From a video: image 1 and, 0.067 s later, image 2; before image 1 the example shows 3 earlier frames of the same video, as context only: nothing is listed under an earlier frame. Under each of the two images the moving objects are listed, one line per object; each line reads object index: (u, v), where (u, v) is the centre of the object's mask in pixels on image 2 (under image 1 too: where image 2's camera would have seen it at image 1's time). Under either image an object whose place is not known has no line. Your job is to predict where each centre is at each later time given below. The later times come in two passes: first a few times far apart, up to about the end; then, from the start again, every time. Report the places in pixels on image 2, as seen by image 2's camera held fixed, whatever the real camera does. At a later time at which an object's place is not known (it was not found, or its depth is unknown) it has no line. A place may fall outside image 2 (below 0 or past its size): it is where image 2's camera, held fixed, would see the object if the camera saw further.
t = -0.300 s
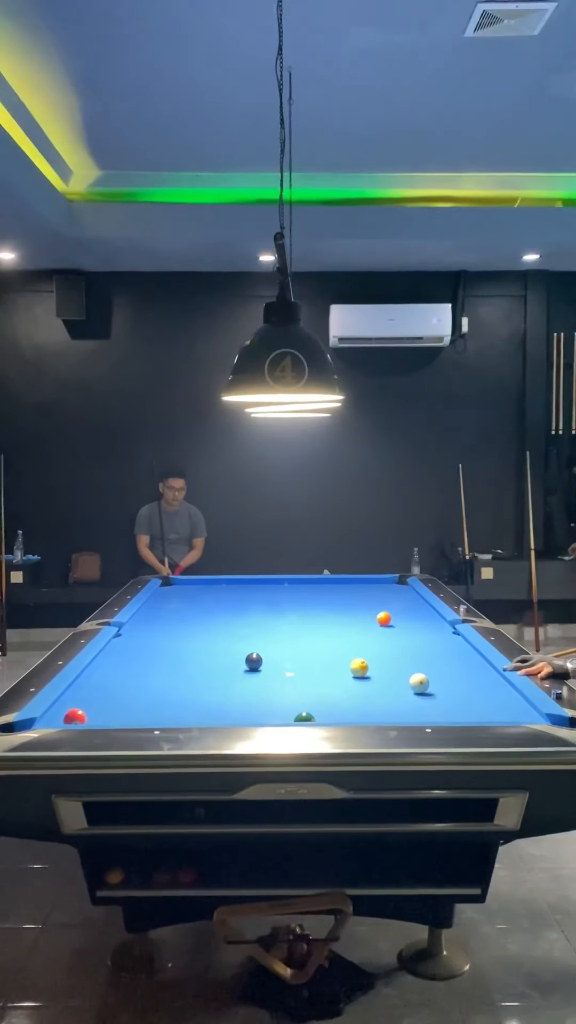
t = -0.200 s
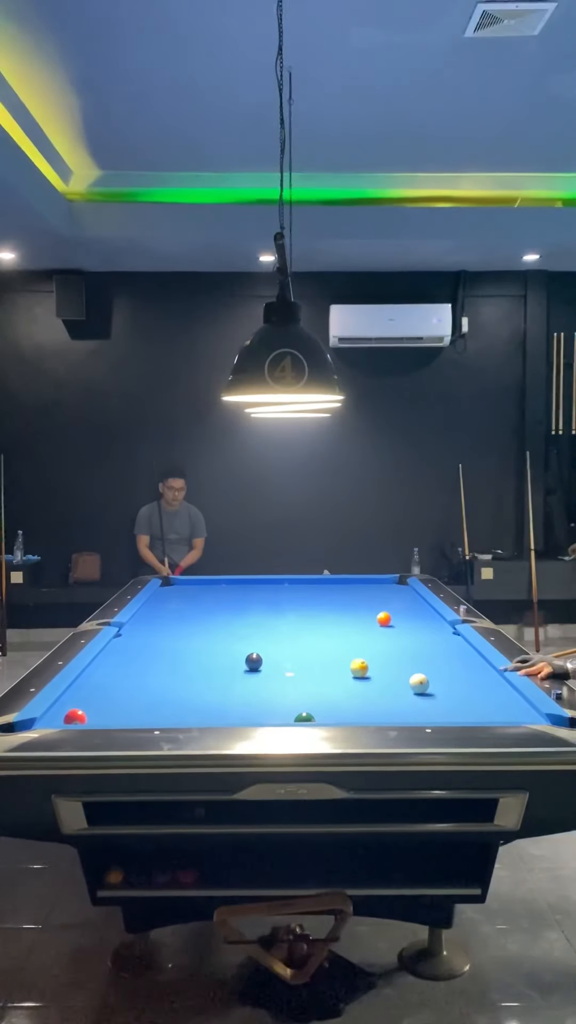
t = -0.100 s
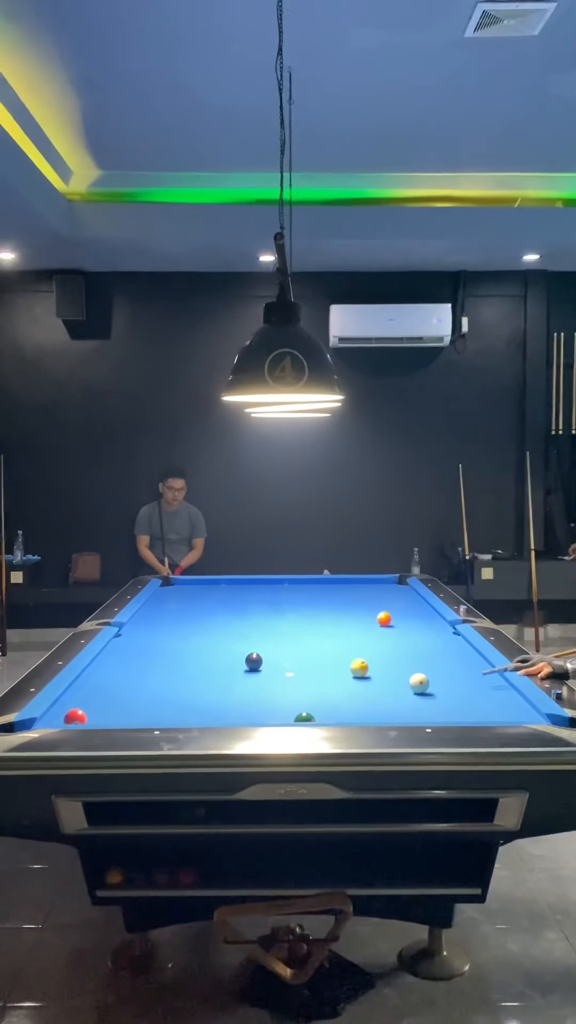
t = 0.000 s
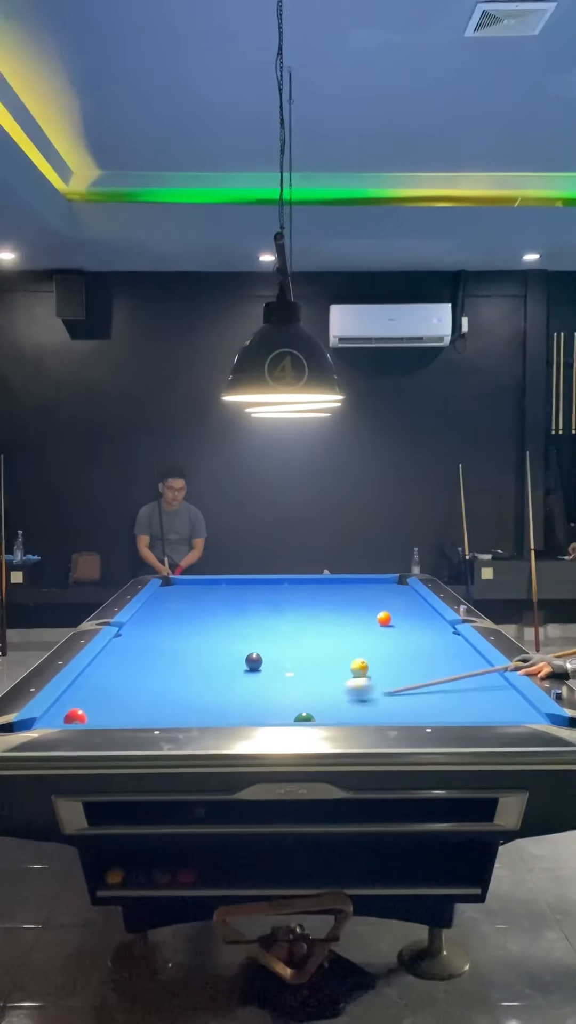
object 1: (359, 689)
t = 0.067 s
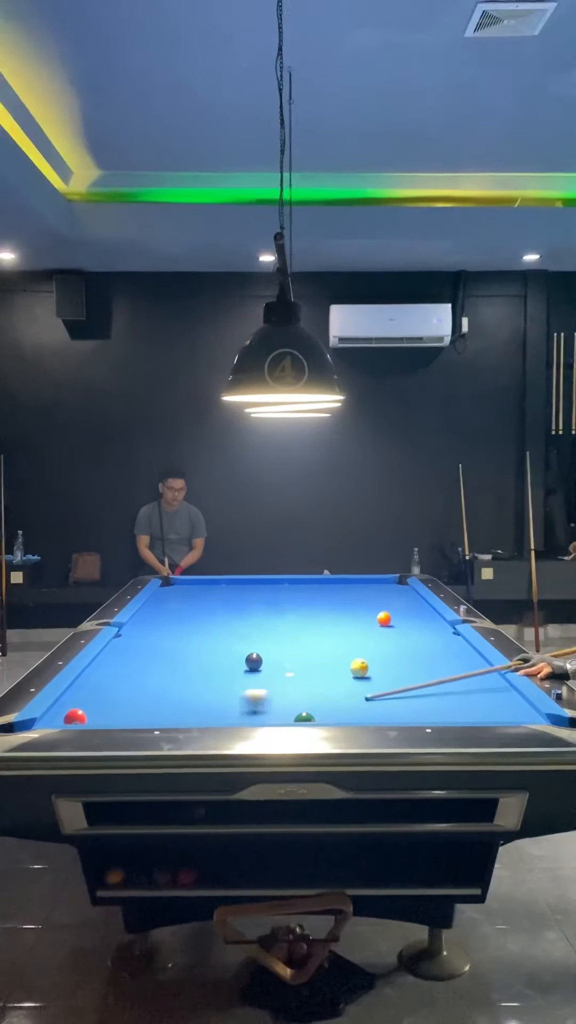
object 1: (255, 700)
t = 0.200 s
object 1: (92, 713)
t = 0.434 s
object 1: (78, 699)
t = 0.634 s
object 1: (82, 687)
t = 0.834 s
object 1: (101, 675)
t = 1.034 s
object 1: (117, 664)
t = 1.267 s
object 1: (133, 653)
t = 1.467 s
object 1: (147, 645)
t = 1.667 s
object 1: (158, 637)
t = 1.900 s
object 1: (171, 630)
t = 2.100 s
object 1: (180, 624)
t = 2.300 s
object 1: (188, 619)
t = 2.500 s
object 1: (197, 614)
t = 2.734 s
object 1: (205, 609)
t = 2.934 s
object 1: (212, 605)
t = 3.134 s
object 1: (218, 602)
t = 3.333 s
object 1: (224, 599)
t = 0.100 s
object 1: (202, 706)
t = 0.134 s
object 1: (146, 711)
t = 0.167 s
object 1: (96, 714)
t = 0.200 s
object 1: (92, 713)
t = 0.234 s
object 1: (88, 712)
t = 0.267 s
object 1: (86, 709)
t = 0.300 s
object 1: (84, 707)
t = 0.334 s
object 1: (83, 705)
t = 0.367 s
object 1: (81, 702)
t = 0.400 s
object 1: (80, 701)
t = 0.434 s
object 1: (78, 699)
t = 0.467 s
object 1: (77, 697)
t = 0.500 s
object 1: (75, 695)
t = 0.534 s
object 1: (74, 693)
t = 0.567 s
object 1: (75, 691)
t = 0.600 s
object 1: (78, 689)
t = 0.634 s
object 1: (82, 687)
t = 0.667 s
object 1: (85, 685)
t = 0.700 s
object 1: (88, 682)
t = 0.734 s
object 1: (91, 680)
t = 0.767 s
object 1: (94, 678)
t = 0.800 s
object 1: (98, 676)
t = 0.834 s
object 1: (101, 675)
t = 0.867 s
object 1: (103, 673)
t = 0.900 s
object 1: (106, 671)
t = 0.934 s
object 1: (109, 669)
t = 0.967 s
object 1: (111, 667)
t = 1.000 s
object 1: (114, 665)
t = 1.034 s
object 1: (117, 664)
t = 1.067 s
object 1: (119, 662)
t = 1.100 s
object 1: (122, 661)
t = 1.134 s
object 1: (124, 659)
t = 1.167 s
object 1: (127, 658)
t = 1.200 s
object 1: (129, 656)
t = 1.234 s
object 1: (131, 654)
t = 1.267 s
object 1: (133, 653)
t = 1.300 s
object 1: (136, 652)
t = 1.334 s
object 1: (138, 650)
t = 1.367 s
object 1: (140, 648)
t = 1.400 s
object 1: (142, 647)
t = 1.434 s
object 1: (144, 646)
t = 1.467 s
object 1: (147, 645)
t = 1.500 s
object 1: (149, 643)
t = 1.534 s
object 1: (151, 642)
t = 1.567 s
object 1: (152, 641)
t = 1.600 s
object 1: (154, 640)
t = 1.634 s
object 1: (156, 639)
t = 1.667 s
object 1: (158, 637)
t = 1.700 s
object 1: (160, 636)
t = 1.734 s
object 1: (162, 635)
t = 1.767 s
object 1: (164, 634)
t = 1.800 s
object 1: (165, 633)
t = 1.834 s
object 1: (167, 632)
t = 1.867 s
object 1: (169, 631)
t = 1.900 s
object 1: (171, 630)
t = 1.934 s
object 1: (172, 629)
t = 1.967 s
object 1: (174, 628)
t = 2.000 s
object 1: (176, 627)
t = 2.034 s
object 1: (177, 626)
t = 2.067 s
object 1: (179, 625)
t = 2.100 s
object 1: (180, 624)
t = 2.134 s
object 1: (182, 623)
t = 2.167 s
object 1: (183, 622)
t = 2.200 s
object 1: (185, 621)
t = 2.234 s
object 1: (186, 621)
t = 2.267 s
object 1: (187, 620)
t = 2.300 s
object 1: (188, 619)
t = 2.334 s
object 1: (190, 618)
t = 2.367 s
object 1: (192, 617)
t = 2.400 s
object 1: (193, 616)
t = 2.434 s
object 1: (194, 615)
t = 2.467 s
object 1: (195, 614)
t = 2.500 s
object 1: (197, 614)
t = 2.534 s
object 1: (198, 613)
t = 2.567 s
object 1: (199, 612)
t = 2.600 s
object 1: (200, 612)
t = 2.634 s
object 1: (202, 611)
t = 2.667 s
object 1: (203, 610)
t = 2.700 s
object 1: (204, 610)
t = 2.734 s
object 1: (205, 609)
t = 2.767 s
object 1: (206, 608)
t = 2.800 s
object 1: (207, 608)
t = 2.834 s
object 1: (209, 607)
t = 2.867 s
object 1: (210, 606)
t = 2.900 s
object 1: (211, 606)
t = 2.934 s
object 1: (212, 605)
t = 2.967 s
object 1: (213, 604)
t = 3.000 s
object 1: (214, 604)
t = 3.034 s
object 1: (215, 603)
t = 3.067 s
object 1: (216, 603)
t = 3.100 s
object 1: (217, 602)
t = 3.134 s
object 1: (218, 602)
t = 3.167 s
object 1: (219, 601)
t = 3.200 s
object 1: (220, 601)
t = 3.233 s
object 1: (221, 600)
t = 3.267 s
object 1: (222, 600)
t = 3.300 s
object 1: (223, 599)
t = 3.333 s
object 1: (224, 599)
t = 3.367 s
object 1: (225, 598)
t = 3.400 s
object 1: (225, 598)
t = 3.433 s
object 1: (226, 597)
